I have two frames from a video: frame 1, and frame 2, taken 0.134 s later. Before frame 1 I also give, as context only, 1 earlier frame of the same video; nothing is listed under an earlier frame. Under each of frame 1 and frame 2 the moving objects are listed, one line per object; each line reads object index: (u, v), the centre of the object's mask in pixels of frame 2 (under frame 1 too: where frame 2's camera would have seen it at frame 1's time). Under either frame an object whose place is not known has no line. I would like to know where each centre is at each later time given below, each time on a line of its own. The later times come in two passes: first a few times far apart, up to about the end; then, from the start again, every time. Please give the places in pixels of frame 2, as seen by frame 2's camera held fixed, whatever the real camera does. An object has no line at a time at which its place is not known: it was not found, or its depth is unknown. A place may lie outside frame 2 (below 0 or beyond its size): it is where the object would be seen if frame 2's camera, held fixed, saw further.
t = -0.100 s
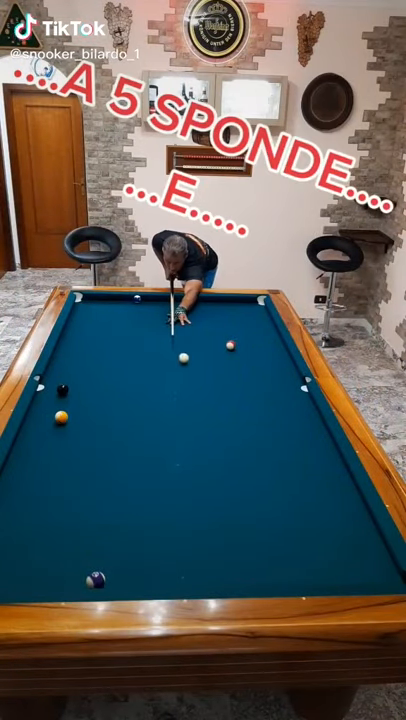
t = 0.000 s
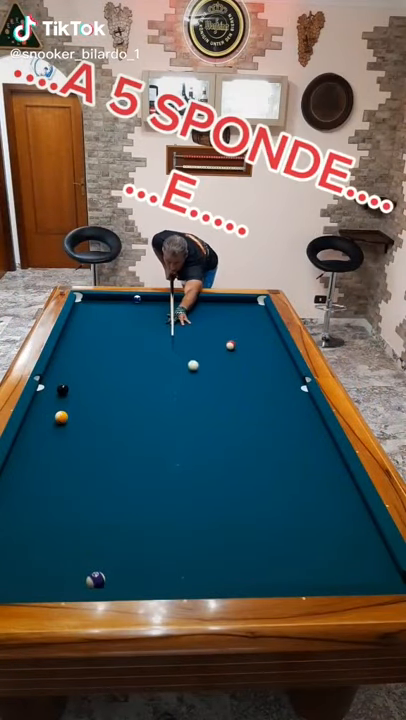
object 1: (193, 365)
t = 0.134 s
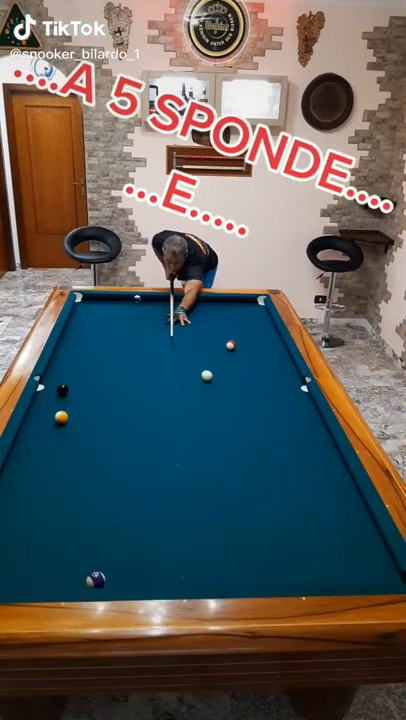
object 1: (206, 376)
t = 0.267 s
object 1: (221, 387)
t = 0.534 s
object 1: (253, 411)
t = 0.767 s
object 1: (284, 435)
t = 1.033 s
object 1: (326, 467)
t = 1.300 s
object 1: (345, 501)
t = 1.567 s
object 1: (342, 536)
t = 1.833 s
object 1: (338, 576)
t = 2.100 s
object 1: (306, 560)
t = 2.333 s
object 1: (278, 539)
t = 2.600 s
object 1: (249, 519)
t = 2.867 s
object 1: (224, 501)
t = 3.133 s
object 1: (202, 484)
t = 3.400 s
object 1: (182, 470)
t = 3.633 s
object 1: (166, 459)
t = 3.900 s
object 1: (150, 447)
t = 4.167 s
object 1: (136, 437)
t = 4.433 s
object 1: (123, 428)
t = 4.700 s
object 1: (111, 420)
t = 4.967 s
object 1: (100, 412)
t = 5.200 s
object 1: (91, 406)
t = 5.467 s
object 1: (82, 400)
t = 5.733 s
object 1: (75, 393)
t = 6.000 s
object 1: (73, 391)
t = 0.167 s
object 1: (210, 379)
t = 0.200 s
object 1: (213, 381)
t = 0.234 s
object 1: (217, 384)
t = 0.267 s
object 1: (221, 387)
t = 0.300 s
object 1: (224, 390)
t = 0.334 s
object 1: (228, 392)
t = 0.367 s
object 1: (232, 395)
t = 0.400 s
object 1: (236, 399)
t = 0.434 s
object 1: (240, 401)
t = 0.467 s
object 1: (244, 404)
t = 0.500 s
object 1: (248, 408)
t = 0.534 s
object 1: (253, 411)
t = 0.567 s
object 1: (256, 414)
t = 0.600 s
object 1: (261, 417)
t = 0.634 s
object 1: (266, 421)
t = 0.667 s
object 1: (270, 424)
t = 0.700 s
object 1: (275, 428)
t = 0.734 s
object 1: (280, 431)
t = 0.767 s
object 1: (284, 435)
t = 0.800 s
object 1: (289, 438)
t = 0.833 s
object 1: (294, 443)
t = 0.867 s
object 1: (299, 447)
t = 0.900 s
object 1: (304, 450)
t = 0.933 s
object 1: (310, 455)
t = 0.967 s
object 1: (315, 459)
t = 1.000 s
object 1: (321, 463)
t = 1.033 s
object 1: (326, 467)
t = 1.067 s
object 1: (332, 471)
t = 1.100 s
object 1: (338, 475)
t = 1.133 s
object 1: (344, 480)
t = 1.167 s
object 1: (348, 485)
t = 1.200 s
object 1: (347, 489)
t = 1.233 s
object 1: (346, 492)
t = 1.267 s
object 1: (346, 496)
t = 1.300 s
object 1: (345, 501)
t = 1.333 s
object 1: (345, 504)
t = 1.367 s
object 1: (345, 509)
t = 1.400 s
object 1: (344, 513)
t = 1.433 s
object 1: (344, 518)
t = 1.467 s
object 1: (344, 522)
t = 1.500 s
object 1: (343, 528)
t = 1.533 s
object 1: (343, 532)
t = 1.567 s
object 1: (342, 536)
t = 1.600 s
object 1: (342, 542)
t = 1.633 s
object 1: (342, 546)
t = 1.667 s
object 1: (341, 551)
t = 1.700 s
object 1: (341, 557)
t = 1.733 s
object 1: (340, 562)
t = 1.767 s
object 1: (340, 567)
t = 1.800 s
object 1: (339, 572)
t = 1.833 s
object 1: (338, 576)
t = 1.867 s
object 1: (337, 578)
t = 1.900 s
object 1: (332, 577)
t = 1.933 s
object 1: (328, 574)
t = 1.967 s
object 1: (323, 572)
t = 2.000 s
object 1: (319, 569)
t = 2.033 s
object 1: (314, 566)
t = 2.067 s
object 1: (310, 563)
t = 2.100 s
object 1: (306, 560)
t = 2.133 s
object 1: (302, 557)
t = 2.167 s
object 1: (297, 554)
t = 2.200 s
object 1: (293, 551)
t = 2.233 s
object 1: (289, 548)
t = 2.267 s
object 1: (285, 545)
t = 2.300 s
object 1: (282, 543)
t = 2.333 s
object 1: (278, 539)
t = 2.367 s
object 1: (274, 537)
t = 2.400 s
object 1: (271, 534)
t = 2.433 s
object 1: (267, 532)
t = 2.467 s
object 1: (263, 529)
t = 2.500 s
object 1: (259, 526)
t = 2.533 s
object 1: (256, 524)
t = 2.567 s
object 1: (252, 521)
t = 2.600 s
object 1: (249, 519)
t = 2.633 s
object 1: (246, 516)
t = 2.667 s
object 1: (243, 514)
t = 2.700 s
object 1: (239, 512)
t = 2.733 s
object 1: (236, 509)
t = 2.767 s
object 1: (233, 507)
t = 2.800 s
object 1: (230, 505)
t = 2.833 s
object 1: (227, 502)
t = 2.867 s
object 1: (224, 501)
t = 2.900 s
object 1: (221, 498)
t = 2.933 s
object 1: (218, 496)
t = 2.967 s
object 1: (215, 494)
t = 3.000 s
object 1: (212, 492)
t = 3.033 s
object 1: (210, 490)
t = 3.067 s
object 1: (207, 488)
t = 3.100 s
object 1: (204, 486)
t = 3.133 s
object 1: (202, 484)
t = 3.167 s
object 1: (199, 482)
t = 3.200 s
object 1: (197, 481)
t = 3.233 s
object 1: (194, 479)
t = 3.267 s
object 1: (192, 477)
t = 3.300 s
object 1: (189, 475)
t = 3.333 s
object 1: (187, 474)
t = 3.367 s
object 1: (185, 472)
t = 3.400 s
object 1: (182, 470)
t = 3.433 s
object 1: (180, 468)
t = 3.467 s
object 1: (178, 467)
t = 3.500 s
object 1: (175, 465)
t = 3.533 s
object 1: (173, 464)
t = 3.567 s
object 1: (171, 462)
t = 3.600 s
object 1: (168, 461)
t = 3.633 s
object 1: (166, 459)
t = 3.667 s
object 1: (164, 457)
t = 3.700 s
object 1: (162, 456)
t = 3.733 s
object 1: (160, 455)
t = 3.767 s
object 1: (158, 453)
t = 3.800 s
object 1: (156, 451)
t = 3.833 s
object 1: (154, 450)
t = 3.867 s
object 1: (152, 449)
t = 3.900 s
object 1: (150, 447)
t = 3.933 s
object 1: (149, 446)
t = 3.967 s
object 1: (146, 445)
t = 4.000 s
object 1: (144, 443)
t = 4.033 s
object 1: (143, 442)
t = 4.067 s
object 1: (141, 441)
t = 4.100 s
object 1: (139, 440)
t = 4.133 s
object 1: (138, 438)
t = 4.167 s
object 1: (136, 437)
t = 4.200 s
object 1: (134, 436)
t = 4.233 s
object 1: (132, 435)
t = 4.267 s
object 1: (131, 434)
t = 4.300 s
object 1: (129, 432)
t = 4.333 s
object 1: (127, 432)
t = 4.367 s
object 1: (126, 430)
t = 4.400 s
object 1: (124, 429)
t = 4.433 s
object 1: (123, 428)
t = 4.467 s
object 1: (121, 427)
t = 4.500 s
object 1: (120, 426)
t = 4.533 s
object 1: (118, 425)
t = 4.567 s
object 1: (116, 424)
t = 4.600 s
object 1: (115, 423)
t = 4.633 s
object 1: (114, 422)
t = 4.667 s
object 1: (112, 421)
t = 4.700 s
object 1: (111, 420)
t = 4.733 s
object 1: (109, 419)
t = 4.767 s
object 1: (108, 418)
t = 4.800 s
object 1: (107, 417)
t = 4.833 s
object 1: (105, 416)
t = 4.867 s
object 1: (104, 415)
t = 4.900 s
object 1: (103, 414)
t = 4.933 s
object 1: (101, 413)
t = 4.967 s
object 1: (100, 412)
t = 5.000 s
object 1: (99, 411)
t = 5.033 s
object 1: (98, 410)
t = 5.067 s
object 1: (96, 410)
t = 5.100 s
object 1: (95, 409)
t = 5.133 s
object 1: (94, 408)
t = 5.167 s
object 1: (93, 407)
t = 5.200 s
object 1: (91, 406)
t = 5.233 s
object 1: (90, 405)
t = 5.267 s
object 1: (89, 404)
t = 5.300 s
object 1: (88, 404)
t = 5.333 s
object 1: (87, 403)
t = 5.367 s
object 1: (86, 402)
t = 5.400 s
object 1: (85, 401)
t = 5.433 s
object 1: (84, 401)
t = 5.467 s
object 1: (82, 400)
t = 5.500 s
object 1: (82, 399)
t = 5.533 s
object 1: (80, 398)
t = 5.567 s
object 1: (79, 397)
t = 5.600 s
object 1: (78, 396)
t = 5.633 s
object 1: (77, 395)
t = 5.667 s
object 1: (76, 394)
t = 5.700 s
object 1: (76, 394)
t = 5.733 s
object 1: (75, 393)
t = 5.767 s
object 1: (74, 393)
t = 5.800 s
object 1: (73, 392)
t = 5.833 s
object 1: (72, 392)
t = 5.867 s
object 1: (72, 392)
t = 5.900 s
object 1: (72, 392)
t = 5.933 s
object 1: (72, 392)
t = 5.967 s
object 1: (72, 391)
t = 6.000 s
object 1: (73, 391)
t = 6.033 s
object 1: (73, 391)
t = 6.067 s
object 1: (73, 390)
